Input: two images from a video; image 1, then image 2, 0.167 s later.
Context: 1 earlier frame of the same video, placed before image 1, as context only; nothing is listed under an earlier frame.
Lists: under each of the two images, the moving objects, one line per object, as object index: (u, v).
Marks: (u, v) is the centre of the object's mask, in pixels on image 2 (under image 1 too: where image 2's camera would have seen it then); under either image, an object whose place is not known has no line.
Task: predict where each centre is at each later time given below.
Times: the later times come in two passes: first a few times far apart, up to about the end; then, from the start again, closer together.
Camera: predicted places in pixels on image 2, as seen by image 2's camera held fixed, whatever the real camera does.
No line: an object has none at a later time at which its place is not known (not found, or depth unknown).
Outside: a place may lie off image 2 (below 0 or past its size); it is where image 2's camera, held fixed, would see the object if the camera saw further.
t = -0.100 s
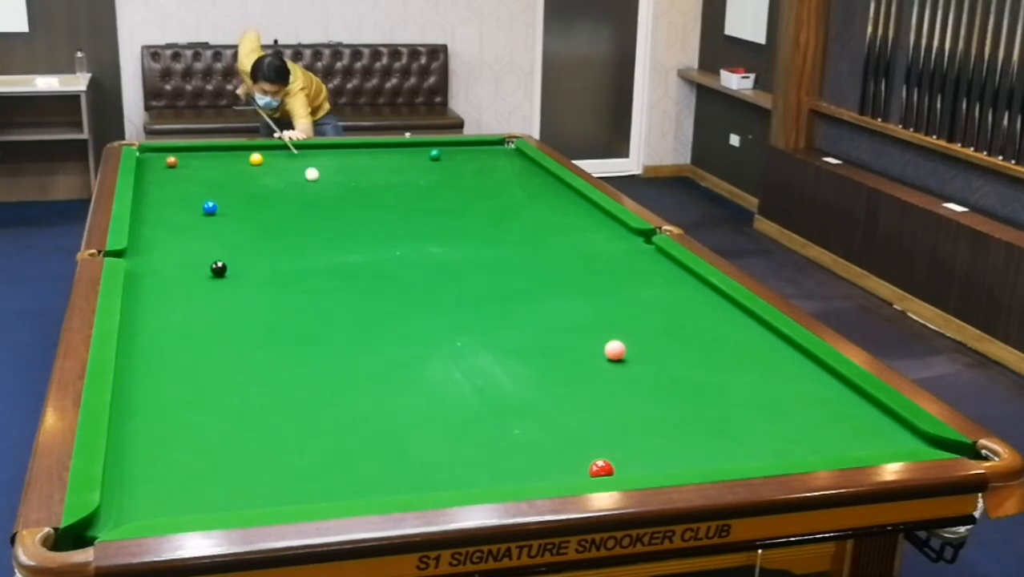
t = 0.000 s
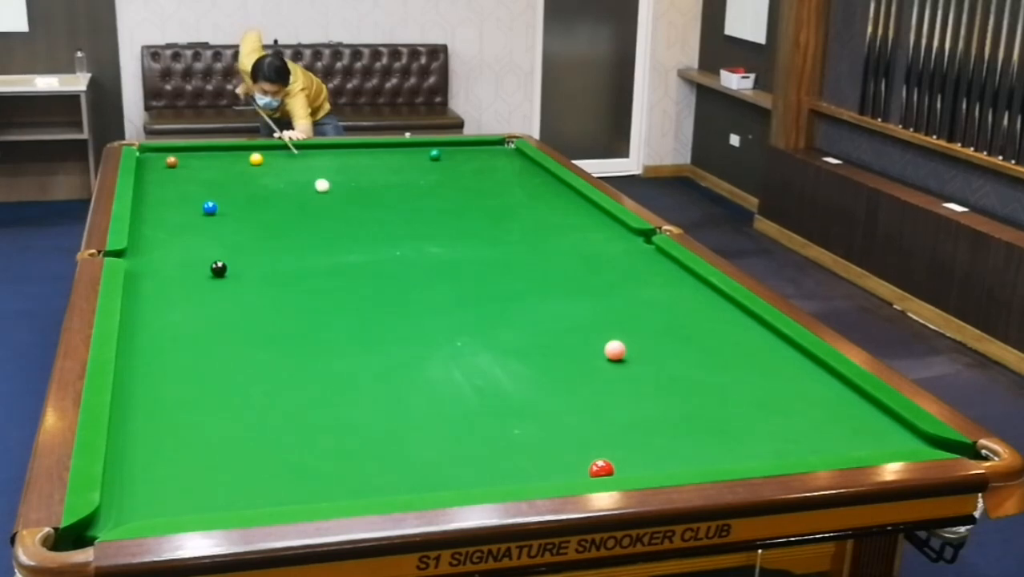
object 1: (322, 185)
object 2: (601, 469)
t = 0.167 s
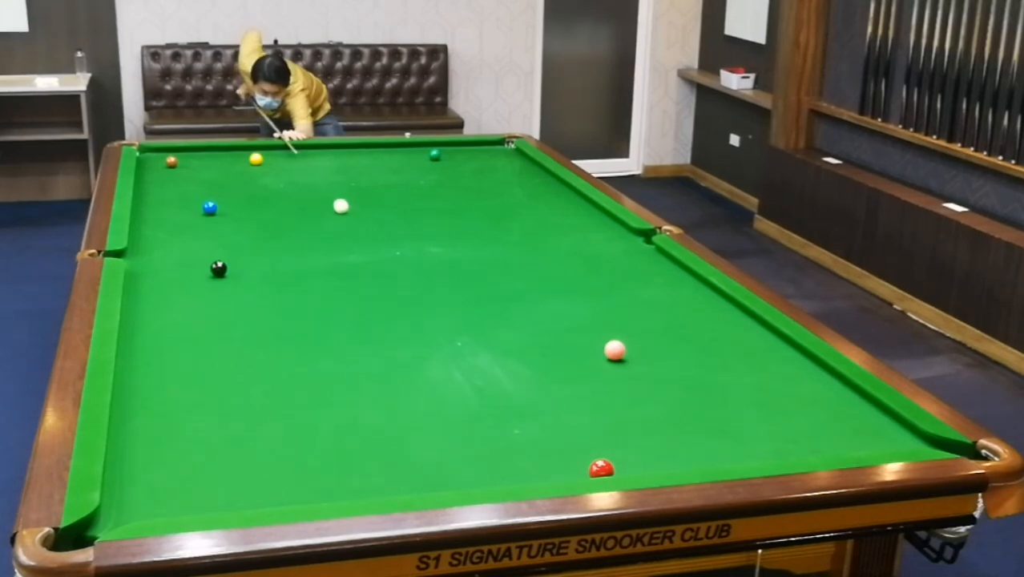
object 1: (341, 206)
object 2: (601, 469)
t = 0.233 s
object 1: (349, 215)
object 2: (601, 469)
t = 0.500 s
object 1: (387, 257)
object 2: (601, 469)
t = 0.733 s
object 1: (429, 302)
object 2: (601, 469)
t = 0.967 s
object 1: (481, 359)
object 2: (601, 469)
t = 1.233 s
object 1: (561, 449)
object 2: (601, 468)
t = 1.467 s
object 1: (517, 457)
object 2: (629, 453)
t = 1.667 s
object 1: (462, 435)
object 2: (644, 430)
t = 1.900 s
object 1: (406, 413)
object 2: (659, 407)
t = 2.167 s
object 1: (348, 390)
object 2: (674, 384)
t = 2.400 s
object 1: (303, 372)
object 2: (685, 366)
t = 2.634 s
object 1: (262, 356)
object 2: (695, 350)
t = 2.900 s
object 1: (219, 340)
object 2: (706, 334)
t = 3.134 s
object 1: (185, 326)
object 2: (714, 322)
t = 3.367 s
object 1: (154, 314)
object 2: (722, 311)
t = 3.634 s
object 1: (135, 301)
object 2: (725, 300)
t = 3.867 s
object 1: (151, 292)
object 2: (705, 294)
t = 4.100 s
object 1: (166, 283)
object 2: (688, 289)
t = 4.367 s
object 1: (181, 275)
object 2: (669, 284)
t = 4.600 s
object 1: (193, 268)
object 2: (656, 280)
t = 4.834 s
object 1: (203, 262)
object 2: (643, 277)
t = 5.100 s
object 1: (214, 255)
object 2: (630, 273)
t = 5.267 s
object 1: (220, 252)
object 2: (623, 271)
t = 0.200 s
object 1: (345, 210)
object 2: (601, 469)
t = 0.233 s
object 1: (349, 215)
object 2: (601, 469)
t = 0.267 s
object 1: (353, 220)
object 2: (601, 469)
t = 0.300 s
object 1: (358, 224)
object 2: (601, 469)
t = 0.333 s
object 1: (362, 230)
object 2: (601, 469)
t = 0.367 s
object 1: (367, 235)
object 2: (601, 469)
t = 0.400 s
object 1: (372, 240)
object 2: (601, 469)
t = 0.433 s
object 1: (377, 245)
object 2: (601, 469)
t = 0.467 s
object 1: (382, 251)
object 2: (601, 469)
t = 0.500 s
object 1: (387, 257)
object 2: (601, 469)
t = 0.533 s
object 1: (393, 262)
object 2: (601, 469)
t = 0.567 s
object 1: (398, 268)
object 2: (602, 469)
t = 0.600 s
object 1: (404, 275)
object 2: (602, 469)
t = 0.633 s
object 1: (410, 281)
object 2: (601, 469)
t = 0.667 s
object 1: (416, 288)
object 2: (601, 469)
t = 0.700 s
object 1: (422, 295)
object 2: (601, 469)
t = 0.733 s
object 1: (429, 302)
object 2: (601, 469)
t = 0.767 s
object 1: (435, 309)
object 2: (601, 469)
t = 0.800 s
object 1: (443, 317)
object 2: (601, 469)
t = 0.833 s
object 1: (450, 325)
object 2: (601, 469)
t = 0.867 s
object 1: (457, 333)
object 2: (601, 469)
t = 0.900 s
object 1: (465, 341)
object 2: (601, 469)
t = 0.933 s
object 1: (473, 350)
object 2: (601, 469)
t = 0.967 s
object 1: (481, 359)
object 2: (601, 469)
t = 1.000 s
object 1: (490, 369)
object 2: (601, 469)
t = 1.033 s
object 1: (499, 379)
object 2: (601, 469)
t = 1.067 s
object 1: (508, 389)
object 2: (601, 469)
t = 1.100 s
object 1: (518, 400)
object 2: (601, 468)
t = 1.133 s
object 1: (528, 411)
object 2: (601, 469)
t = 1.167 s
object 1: (539, 423)
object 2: (601, 468)
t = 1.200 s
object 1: (550, 436)
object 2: (601, 468)
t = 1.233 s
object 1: (561, 449)
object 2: (601, 468)
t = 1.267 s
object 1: (574, 462)
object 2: (601, 468)
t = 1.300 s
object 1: (572, 470)
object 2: (613, 469)
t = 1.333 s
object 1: (563, 474)
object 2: (618, 467)
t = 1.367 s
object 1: (550, 470)
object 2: (621, 464)
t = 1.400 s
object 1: (538, 466)
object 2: (624, 460)
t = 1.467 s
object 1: (517, 457)
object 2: (629, 453)
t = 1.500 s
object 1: (507, 453)
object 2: (632, 449)
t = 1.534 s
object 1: (497, 449)
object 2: (635, 444)
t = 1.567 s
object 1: (488, 446)
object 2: (637, 441)
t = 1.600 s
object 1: (479, 442)
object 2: (639, 437)
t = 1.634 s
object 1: (470, 439)
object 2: (642, 433)
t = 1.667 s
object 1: (462, 435)
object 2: (644, 430)
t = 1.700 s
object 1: (453, 432)
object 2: (646, 426)
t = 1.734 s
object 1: (445, 428)
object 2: (649, 423)
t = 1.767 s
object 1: (437, 425)
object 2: (651, 420)
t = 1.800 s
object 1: (429, 422)
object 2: (653, 416)
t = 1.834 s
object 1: (421, 419)
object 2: (655, 413)
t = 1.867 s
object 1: (413, 416)
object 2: (657, 410)
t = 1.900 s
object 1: (406, 413)
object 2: (659, 407)
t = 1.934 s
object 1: (398, 410)
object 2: (661, 404)
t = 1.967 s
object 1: (391, 407)
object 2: (663, 401)
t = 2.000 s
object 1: (383, 404)
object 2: (665, 398)
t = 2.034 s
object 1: (376, 401)
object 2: (667, 395)
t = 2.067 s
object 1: (369, 398)
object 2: (668, 392)
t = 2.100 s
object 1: (361, 395)
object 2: (670, 389)
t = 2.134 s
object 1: (355, 393)
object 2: (672, 386)
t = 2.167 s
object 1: (348, 390)
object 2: (674, 384)
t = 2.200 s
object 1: (341, 387)
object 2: (675, 381)
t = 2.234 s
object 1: (334, 385)
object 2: (677, 379)
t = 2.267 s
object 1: (328, 382)
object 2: (679, 376)
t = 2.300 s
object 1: (321, 380)
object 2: (680, 373)
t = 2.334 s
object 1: (315, 377)
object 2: (682, 371)
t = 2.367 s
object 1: (309, 375)
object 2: (684, 369)
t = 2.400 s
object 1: (303, 372)
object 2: (685, 366)
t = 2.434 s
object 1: (297, 370)
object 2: (687, 364)
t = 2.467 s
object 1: (291, 368)
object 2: (688, 361)
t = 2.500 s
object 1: (284, 365)
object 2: (690, 359)
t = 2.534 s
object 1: (279, 363)
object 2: (691, 357)
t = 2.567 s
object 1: (273, 361)
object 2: (693, 355)
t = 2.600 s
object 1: (267, 358)
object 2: (694, 352)
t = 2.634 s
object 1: (262, 356)
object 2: (695, 350)
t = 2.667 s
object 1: (256, 354)
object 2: (697, 348)
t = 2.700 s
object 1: (251, 352)
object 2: (698, 346)
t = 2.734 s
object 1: (245, 350)
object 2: (700, 344)
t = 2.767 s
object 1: (240, 348)
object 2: (701, 342)
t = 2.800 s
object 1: (235, 345)
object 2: (702, 340)
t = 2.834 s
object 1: (230, 343)
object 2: (704, 338)
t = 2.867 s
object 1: (224, 341)
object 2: (705, 336)
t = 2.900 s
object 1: (219, 340)
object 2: (706, 334)
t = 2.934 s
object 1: (214, 337)
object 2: (707, 333)
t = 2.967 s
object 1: (209, 335)
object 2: (709, 331)
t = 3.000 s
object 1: (204, 334)
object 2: (710, 329)
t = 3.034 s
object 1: (199, 332)
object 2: (711, 327)
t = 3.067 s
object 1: (195, 330)
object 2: (712, 325)
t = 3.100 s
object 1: (190, 328)
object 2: (713, 324)
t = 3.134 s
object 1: (185, 326)
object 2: (714, 322)
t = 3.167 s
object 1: (180, 324)
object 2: (715, 320)
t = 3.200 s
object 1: (176, 323)
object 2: (716, 319)
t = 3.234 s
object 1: (172, 321)
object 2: (717, 317)
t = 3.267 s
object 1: (167, 319)
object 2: (719, 316)
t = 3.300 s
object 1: (163, 317)
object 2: (720, 314)
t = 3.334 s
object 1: (159, 315)
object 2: (721, 313)
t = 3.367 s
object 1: (154, 314)
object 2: (722, 311)
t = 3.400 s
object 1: (150, 312)
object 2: (723, 309)
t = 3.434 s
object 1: (146, 310)
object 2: (724, 308)
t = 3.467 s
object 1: (142, 309)
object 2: (725, 306)
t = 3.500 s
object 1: (138, 307)
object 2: (726, 305)
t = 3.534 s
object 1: (134, 306)
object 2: (727, 304)
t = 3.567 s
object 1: (131, 304)
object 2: (728, 302)
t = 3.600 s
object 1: (133, 303)
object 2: (728, 301)
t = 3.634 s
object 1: (135, 301)
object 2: (725, 300)
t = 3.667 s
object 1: (138, 300)
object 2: (722, 299)
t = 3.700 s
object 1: (140, 299)
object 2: (719, 298)
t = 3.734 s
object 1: (142, 297)
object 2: (716, 297)
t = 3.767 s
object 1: (144, 296)
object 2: (714, 297)
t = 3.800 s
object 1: (147, 295)
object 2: (711, 296)
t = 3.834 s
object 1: (149, 293)
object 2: (708, 295)
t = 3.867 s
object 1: (151, 292)
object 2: (705, 294)
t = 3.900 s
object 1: (154, 290)
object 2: (703, 294)
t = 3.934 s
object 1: (156, 289)
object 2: (700, 293)
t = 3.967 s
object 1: (158, 288)
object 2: (698, 292)
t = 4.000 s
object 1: (160, 287)
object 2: (695, 291)
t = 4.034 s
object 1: (162, 286)
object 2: (693, 291)
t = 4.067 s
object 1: (164, 285)
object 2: (690, 290)
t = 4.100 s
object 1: (166, 283)
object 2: (688, 289)
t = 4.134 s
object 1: (168, 282)
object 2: (685, 289)
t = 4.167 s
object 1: (170, 281)
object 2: (683, 288)
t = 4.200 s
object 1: (172, 280)
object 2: (680, 287)
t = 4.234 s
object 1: (174, 279)
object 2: (678, 287)
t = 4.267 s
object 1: (175, 278)
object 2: (676, 286)
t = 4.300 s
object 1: (177, 277)
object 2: (674, 286)
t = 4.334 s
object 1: (179, 276)
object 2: (672, 285)
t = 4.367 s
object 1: (181, 275)
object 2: (669, 284)
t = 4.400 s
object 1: (182, 274)
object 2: (668, 284)
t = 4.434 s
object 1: (184, 273)
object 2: (665, 283)
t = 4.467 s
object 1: (186, 272)
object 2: (663, 282)
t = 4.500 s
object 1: (188, 271)
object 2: (661, 282)
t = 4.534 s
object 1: (189, 270)
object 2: (659, 281)
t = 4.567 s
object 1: (191, 269)
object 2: (657, 281)
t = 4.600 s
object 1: (193, 268)
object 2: (656, 280)
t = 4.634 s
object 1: (194, 267)
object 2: (654, 280)
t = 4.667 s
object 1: (196, 266)
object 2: (652, 279)
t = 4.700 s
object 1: (198, 265)
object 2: (650, 278)
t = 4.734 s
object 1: (199, 264)
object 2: (648, 278)
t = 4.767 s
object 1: (200, 263)
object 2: (646, 278)
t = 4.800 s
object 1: (202, 262)
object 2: (645, 277)
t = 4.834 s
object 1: (203, 262)
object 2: (643, 277)
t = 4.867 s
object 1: (204, 261)
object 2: (641, 276)
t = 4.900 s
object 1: (206, 260)
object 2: (640, 276)
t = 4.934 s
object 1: (207, 259)
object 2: (638, 276)
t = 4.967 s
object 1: (208, 258)
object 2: (636, 275)
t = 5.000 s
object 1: (210, 257)
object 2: (635, 274)
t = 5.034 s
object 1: (211, 256)
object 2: (633, 274)
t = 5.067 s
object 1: (212, 255)
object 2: (632, 273)
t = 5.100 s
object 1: (214, 255)
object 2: (630, 273)
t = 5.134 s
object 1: (215, 254)
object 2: (629, 273)
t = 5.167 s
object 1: (217, 254)
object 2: (627, 273)
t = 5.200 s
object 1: (218, 253)
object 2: (626, 272)
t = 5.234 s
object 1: (219, 252)
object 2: (625, 272)
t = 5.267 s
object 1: (220, 252)
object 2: (623, 271)
